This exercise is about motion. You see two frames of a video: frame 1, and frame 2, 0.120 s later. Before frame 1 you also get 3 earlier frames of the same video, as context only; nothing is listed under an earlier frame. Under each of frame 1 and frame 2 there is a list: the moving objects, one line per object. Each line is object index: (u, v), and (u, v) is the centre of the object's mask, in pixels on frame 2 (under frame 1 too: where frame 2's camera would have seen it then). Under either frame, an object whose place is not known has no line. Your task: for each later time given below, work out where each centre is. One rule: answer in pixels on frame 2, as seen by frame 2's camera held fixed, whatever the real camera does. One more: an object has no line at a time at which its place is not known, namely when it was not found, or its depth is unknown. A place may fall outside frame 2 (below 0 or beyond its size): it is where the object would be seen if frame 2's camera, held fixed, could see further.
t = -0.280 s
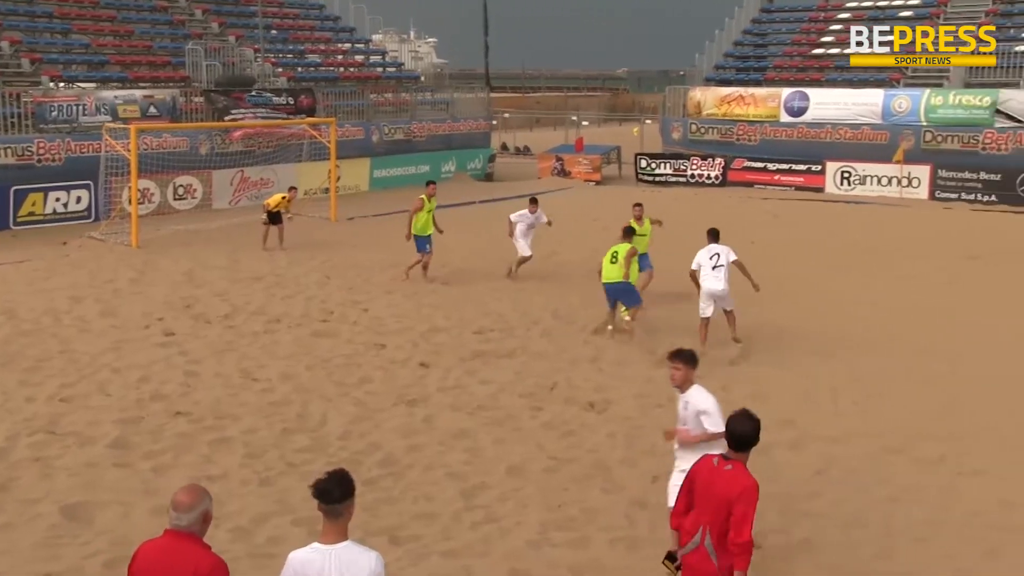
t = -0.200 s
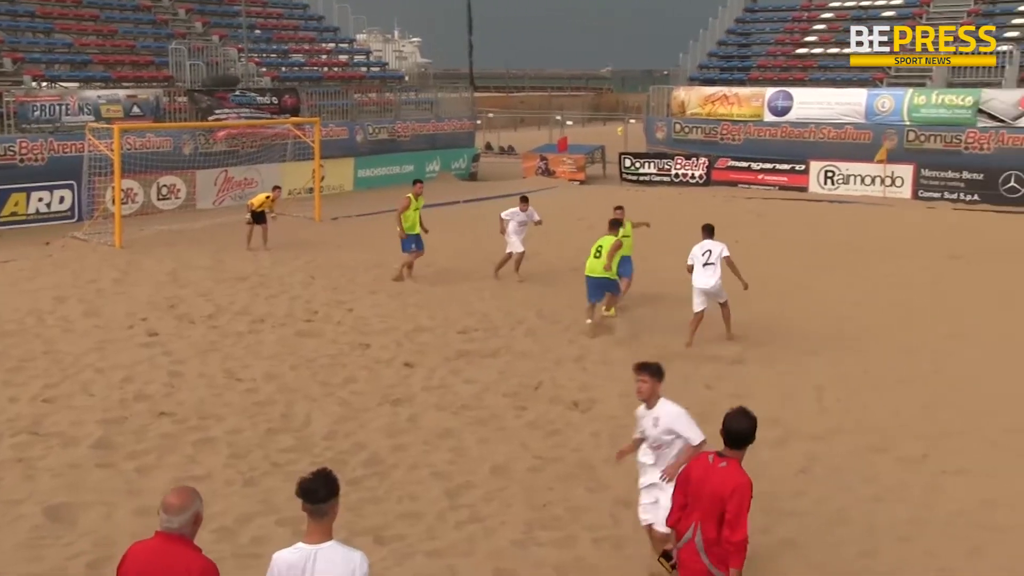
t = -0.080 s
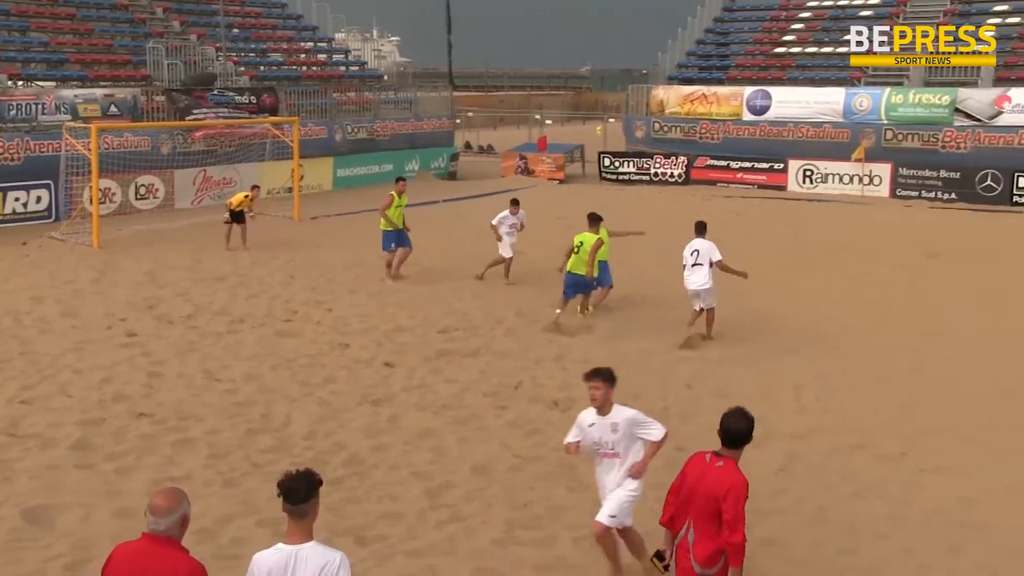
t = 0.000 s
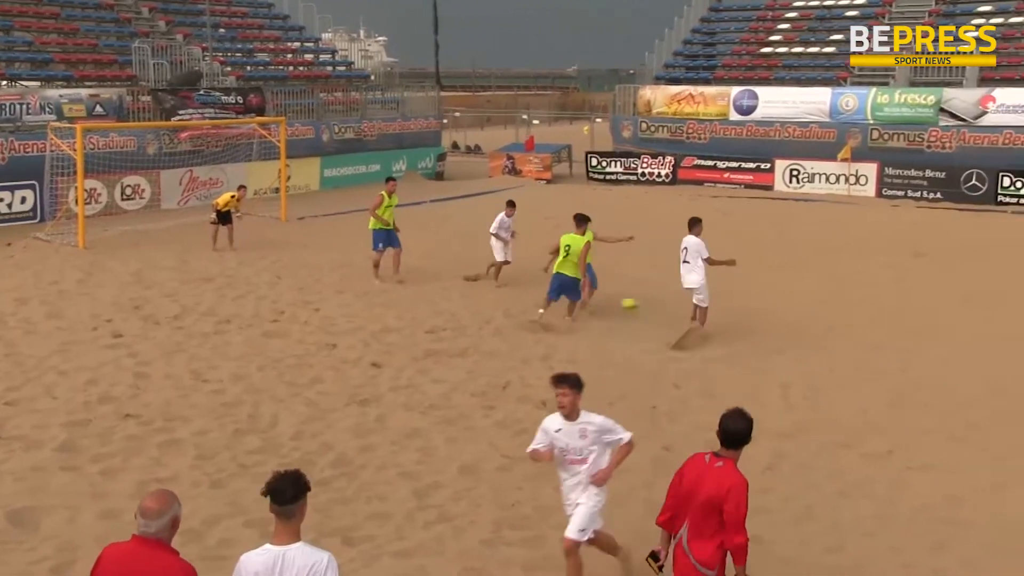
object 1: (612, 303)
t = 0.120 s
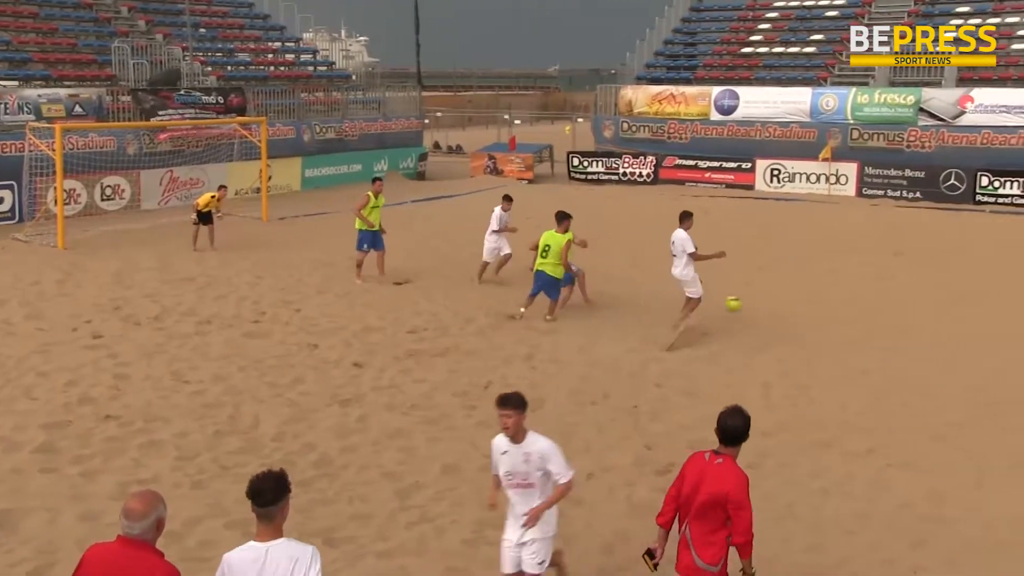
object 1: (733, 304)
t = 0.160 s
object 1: (773, 304)
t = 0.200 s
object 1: (812, 306)
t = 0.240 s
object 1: (850, 309)
